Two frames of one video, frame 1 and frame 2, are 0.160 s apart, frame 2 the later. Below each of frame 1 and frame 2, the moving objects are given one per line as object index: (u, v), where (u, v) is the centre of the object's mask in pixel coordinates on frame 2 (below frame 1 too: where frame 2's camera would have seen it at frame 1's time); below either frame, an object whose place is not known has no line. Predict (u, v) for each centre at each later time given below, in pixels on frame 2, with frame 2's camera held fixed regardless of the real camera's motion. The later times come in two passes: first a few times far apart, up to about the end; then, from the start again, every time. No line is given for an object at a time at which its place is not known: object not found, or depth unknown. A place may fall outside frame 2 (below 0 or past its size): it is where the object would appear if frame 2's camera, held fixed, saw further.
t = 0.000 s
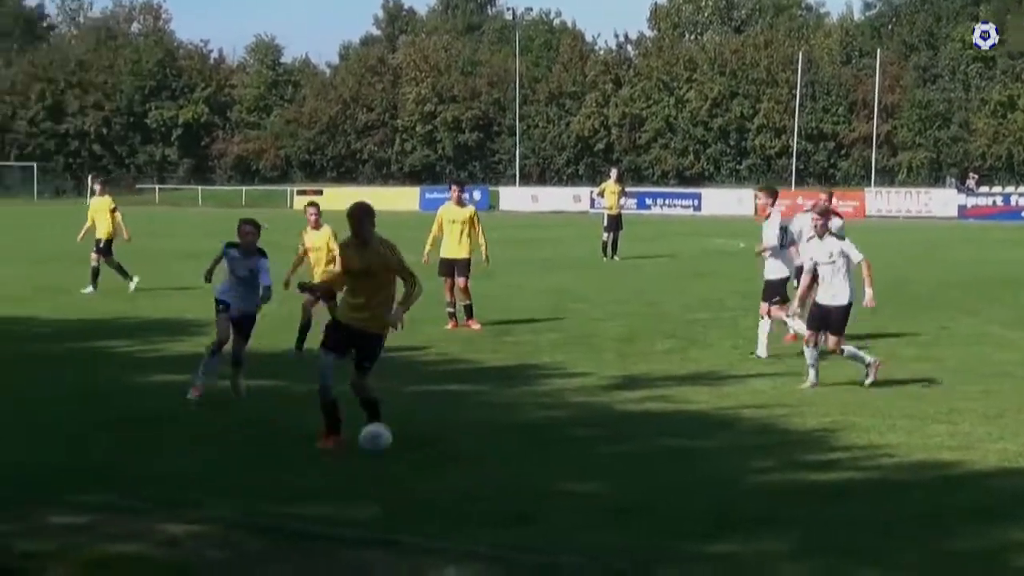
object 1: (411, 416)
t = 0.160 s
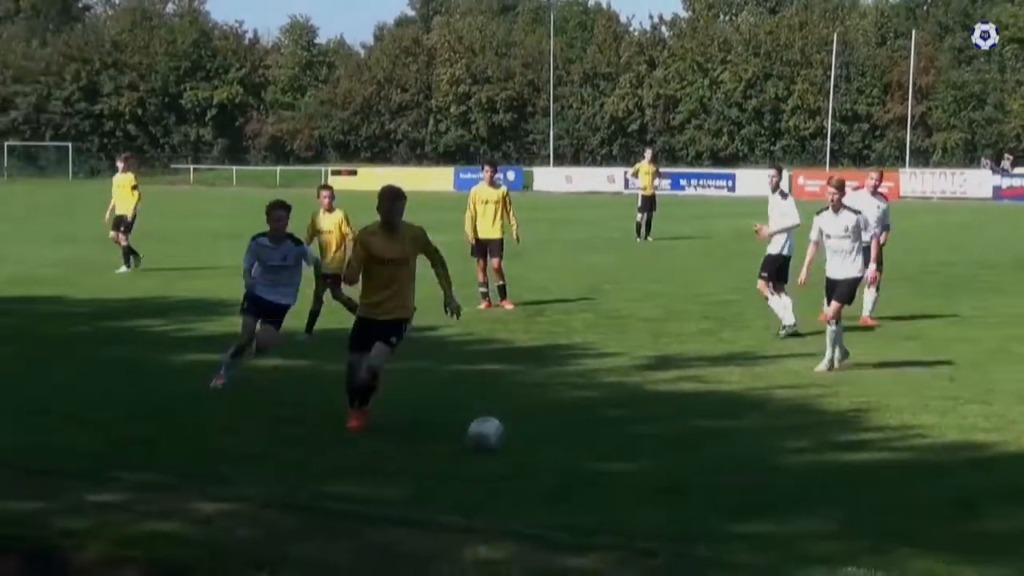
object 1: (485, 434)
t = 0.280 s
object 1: (539, 442)
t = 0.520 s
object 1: (630, 462)
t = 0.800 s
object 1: (723, 486)
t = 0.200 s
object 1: (504, 439)
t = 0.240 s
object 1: (522, 444)
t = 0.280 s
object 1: (539, 442)
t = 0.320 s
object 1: (556, 445)
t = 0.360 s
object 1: (573, 451)
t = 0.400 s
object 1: (589, 456)
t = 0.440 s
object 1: (603, 458)
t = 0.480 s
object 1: (614, 459)
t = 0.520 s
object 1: (630, 462)
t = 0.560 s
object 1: (643, 466)
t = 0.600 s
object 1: (657, 472)
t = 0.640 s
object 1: (669, 476)
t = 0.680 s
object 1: (682, 479)
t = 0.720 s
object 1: (696, 480)
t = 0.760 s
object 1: (709, 481)
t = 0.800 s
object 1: (723, 486)
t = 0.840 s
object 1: (737, 490)
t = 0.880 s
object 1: (749, 492)
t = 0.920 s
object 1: (763, 494)
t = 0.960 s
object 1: (778, 496)
